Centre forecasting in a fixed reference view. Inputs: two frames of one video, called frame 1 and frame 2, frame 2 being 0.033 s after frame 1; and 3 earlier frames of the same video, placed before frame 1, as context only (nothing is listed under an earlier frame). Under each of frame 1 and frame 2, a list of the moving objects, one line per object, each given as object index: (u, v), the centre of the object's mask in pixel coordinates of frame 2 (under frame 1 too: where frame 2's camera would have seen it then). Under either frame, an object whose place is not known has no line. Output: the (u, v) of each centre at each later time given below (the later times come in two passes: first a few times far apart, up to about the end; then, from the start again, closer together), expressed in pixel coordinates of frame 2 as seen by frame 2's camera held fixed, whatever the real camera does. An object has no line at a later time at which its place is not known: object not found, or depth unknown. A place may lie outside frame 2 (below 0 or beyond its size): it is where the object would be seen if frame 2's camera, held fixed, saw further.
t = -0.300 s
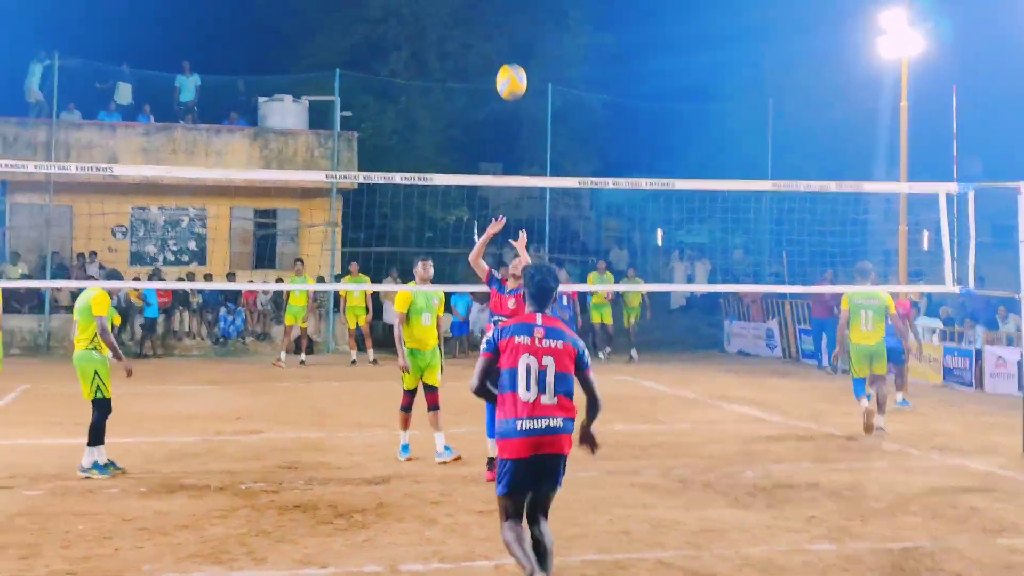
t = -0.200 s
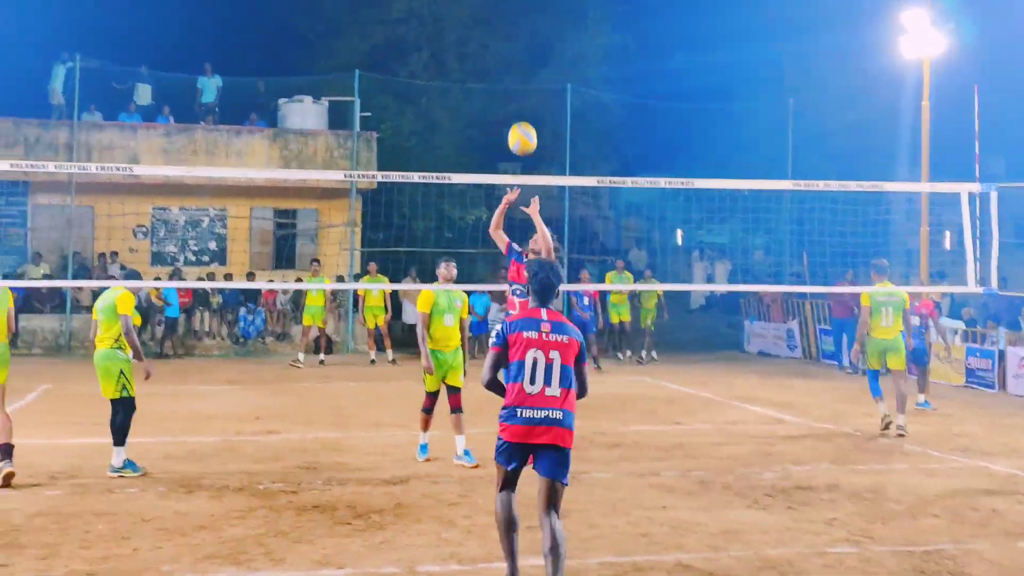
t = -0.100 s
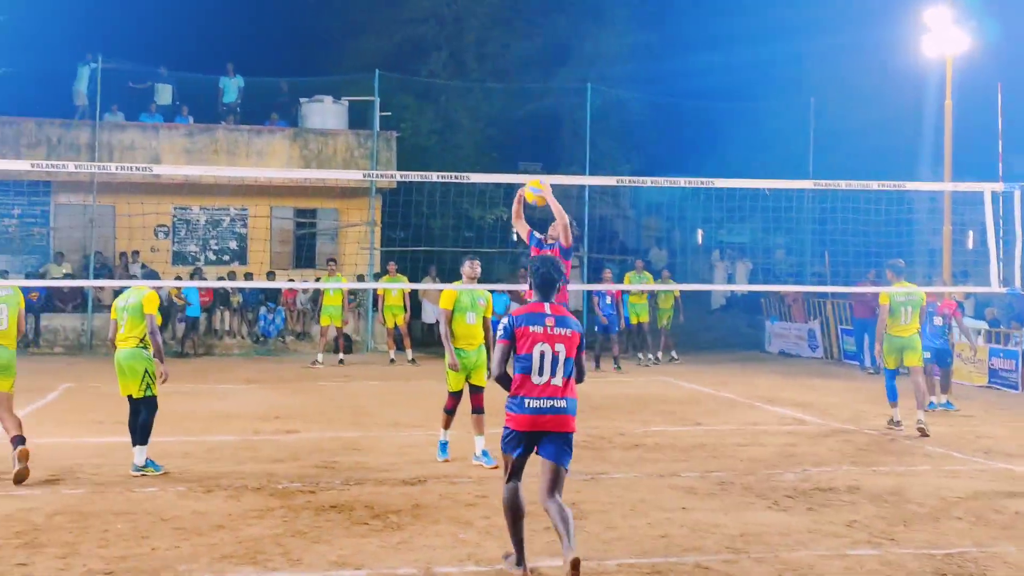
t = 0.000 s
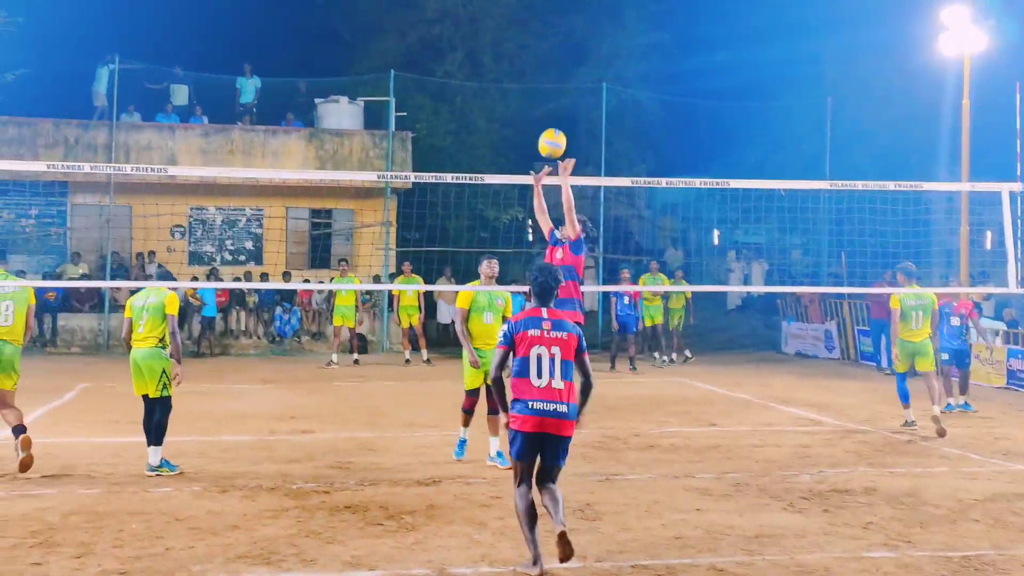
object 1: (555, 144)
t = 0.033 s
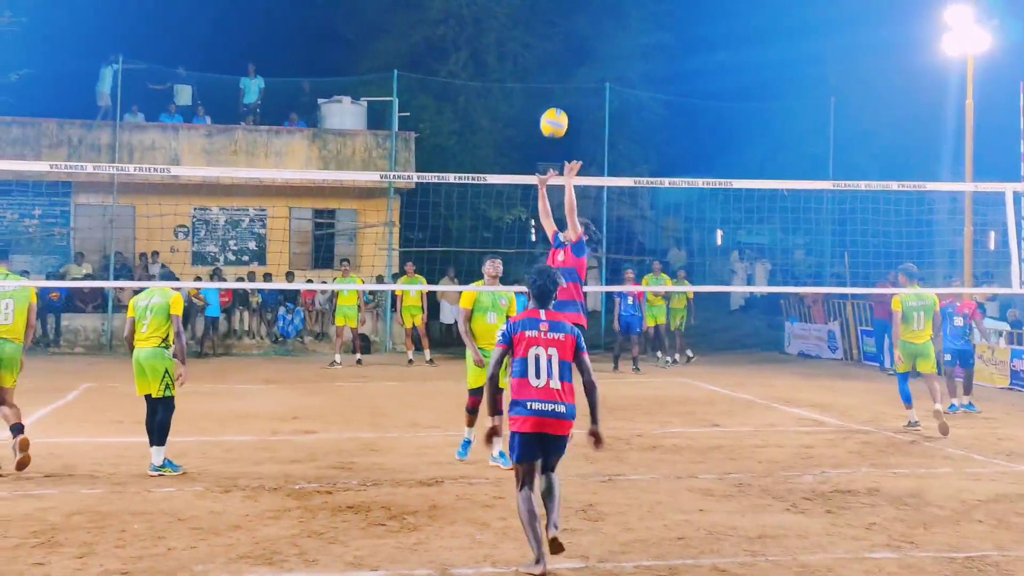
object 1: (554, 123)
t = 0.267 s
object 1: (545, 19)
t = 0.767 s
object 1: (527, 33)
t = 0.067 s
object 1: (553, 104)
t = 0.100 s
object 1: (551, 86)
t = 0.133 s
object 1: (550, 70)
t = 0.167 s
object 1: (548, 55)
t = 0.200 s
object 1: (547, 42)
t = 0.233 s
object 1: (546, 29)
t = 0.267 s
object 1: (545, 19)
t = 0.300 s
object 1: (543, 10)
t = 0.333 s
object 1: (542, 2)
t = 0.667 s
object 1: (530, 4)
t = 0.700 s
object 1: (529, 12)
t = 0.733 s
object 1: (528, 22)
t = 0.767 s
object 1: (527, 33)
